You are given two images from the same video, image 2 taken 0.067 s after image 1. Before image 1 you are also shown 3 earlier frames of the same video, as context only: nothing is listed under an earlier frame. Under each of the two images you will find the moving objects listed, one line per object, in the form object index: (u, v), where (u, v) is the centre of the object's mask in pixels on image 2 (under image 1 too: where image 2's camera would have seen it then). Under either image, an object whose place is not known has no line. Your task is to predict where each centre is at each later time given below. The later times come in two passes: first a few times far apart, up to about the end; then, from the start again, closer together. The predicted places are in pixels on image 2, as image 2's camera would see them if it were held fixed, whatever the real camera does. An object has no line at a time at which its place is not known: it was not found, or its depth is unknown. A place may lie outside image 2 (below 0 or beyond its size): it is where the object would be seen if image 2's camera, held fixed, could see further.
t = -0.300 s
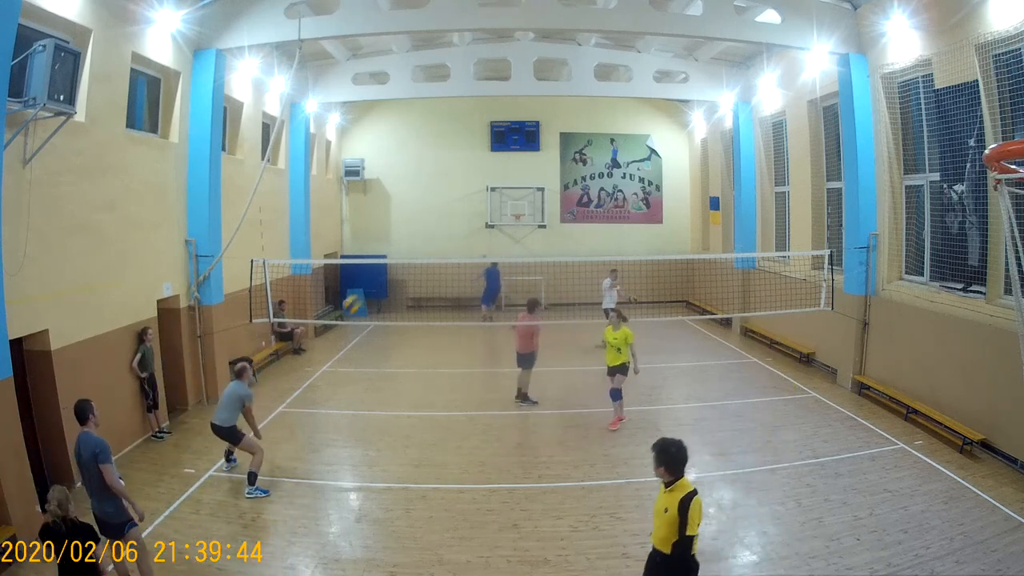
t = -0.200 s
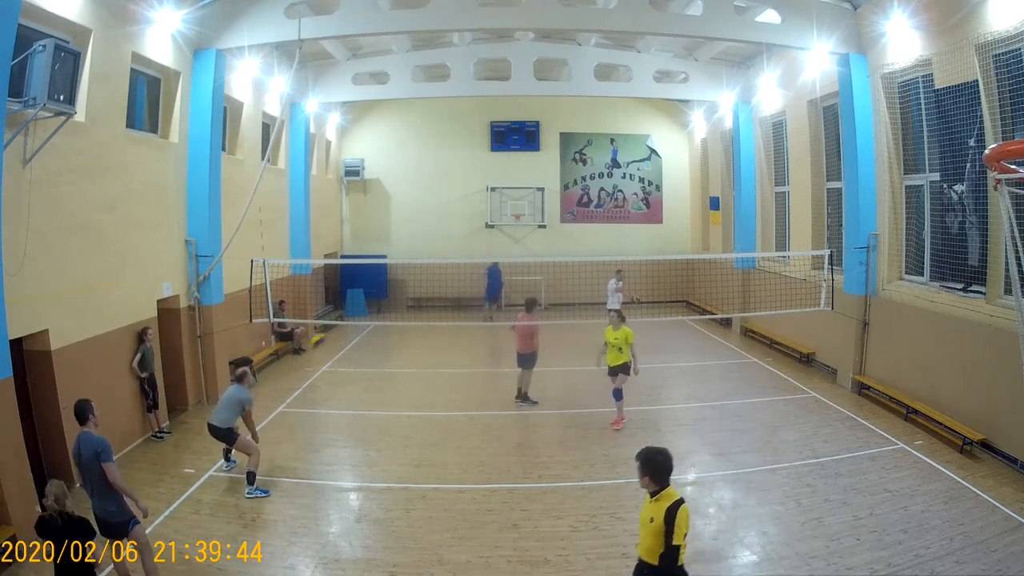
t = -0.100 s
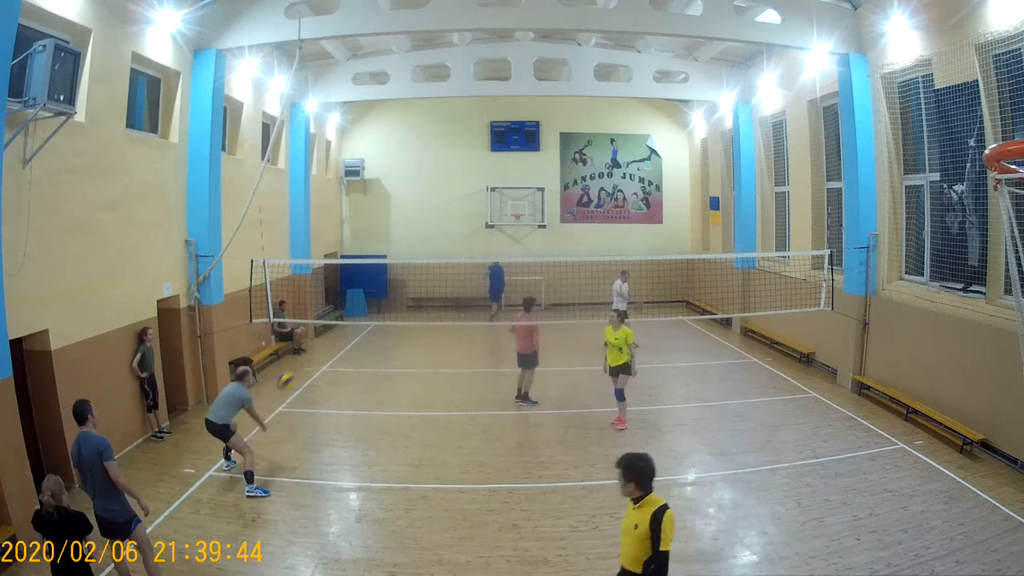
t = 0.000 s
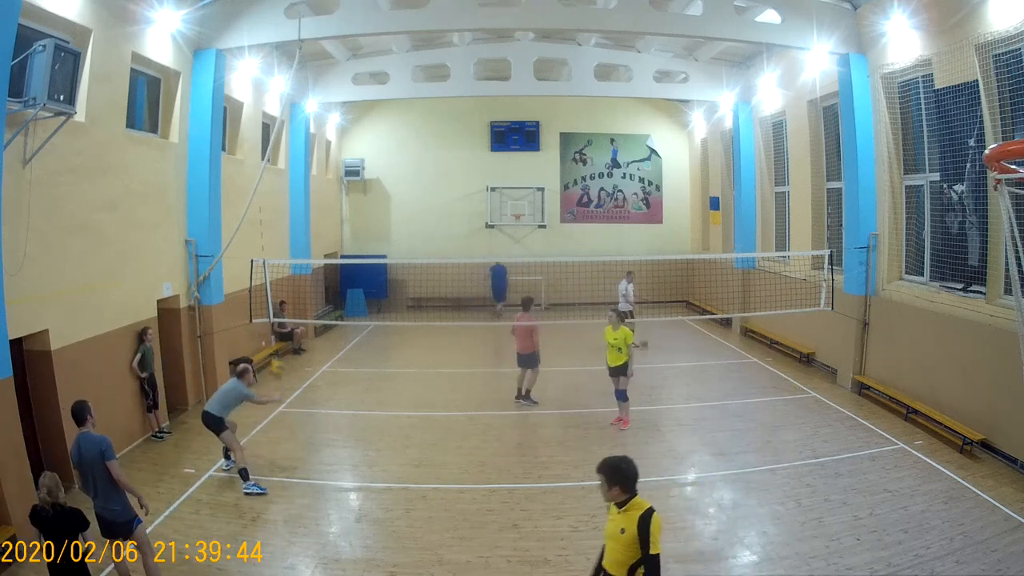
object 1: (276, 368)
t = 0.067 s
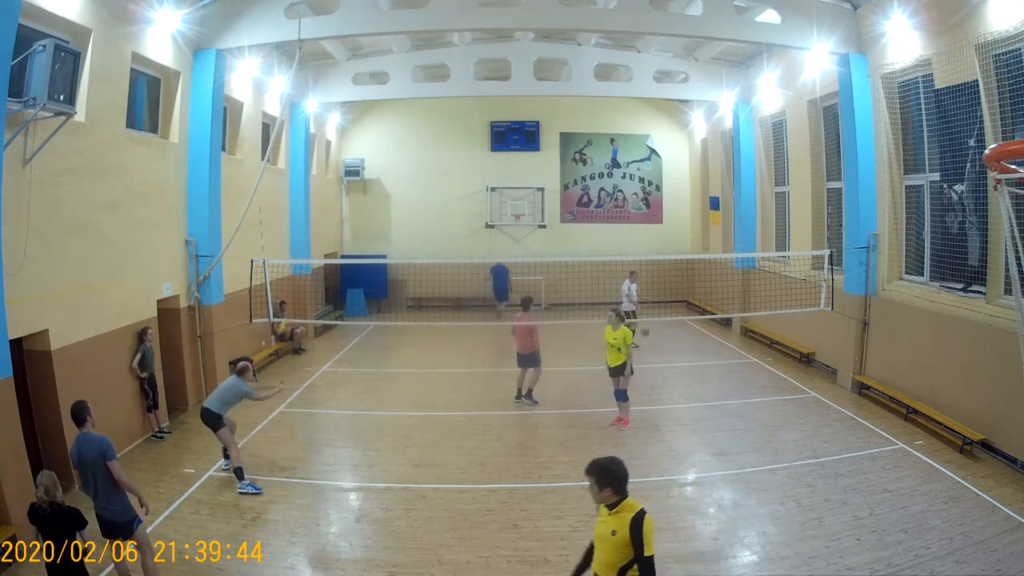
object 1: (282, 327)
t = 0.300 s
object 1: (317, 212)
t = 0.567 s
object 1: (351, 141)
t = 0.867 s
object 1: (385, 126)
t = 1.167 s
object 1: (416, 169)
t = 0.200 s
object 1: (303, 255)
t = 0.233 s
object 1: (307, 238)
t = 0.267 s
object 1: (313, 223)
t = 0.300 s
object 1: (317, 212)
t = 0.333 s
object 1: (321, 200)
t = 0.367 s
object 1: (326, 188)
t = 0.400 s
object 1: (330, 177)
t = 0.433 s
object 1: (334, 168)
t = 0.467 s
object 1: (339, 160)
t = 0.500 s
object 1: (343, 152)
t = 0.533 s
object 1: (347, 146)
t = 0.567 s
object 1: (351, 141)
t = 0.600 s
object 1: (355, 136)
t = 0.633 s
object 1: (359, 132)
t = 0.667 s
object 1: (363, 129)
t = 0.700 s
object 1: (367, 127)
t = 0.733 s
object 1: (371, 125)
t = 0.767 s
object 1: (374, 124)
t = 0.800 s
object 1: (378, 124)
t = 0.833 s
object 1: (382, 125)
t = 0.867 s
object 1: (385, 126)
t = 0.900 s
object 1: (389, 128)
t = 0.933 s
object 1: (393, 131)
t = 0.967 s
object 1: (396, 134)
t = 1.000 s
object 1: (400, 139)
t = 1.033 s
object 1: (403, 144)
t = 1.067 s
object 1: (406, 149)
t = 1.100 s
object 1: (410, 156)
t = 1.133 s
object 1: (413, 162)
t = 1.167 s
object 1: (416, 169)
